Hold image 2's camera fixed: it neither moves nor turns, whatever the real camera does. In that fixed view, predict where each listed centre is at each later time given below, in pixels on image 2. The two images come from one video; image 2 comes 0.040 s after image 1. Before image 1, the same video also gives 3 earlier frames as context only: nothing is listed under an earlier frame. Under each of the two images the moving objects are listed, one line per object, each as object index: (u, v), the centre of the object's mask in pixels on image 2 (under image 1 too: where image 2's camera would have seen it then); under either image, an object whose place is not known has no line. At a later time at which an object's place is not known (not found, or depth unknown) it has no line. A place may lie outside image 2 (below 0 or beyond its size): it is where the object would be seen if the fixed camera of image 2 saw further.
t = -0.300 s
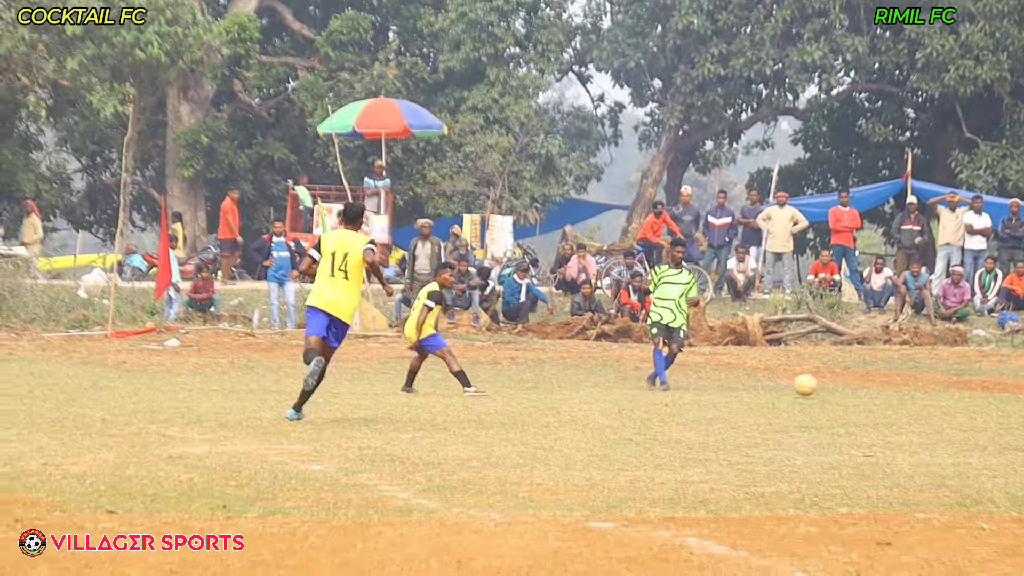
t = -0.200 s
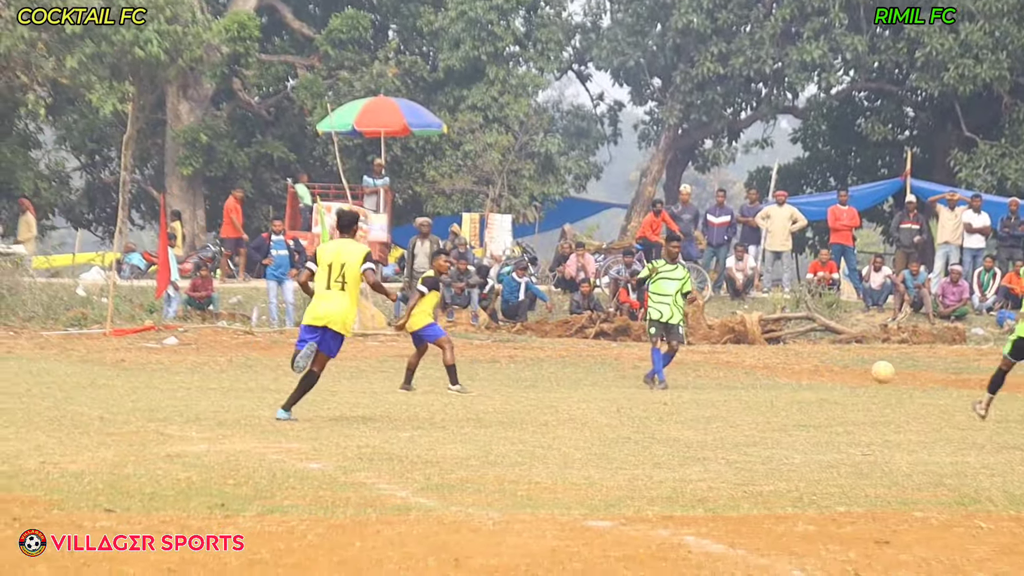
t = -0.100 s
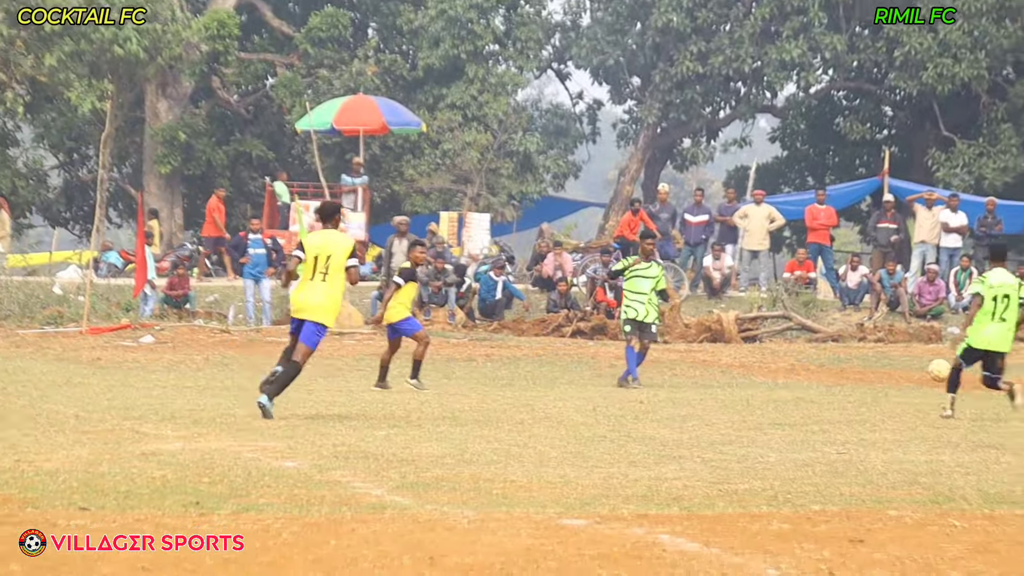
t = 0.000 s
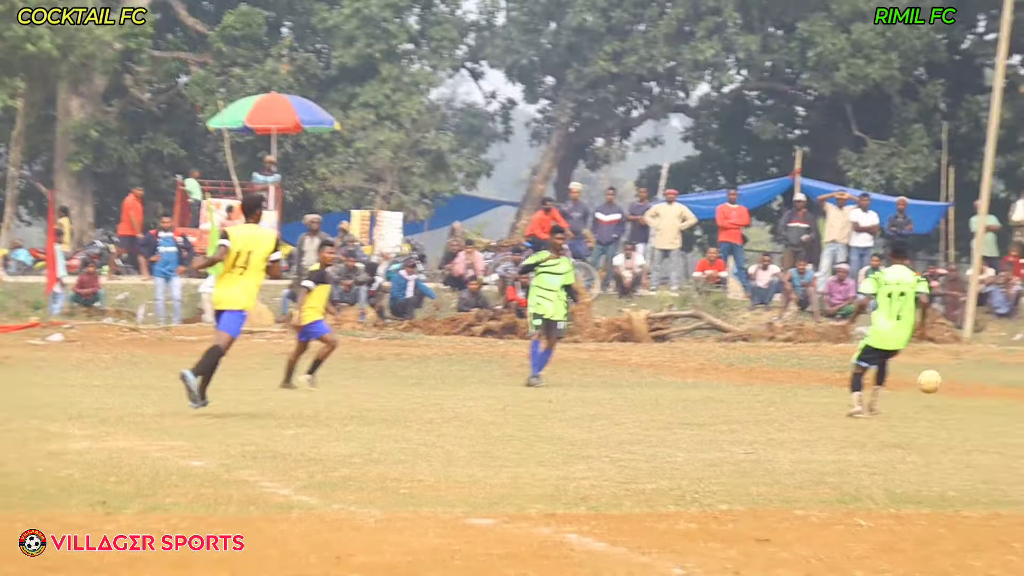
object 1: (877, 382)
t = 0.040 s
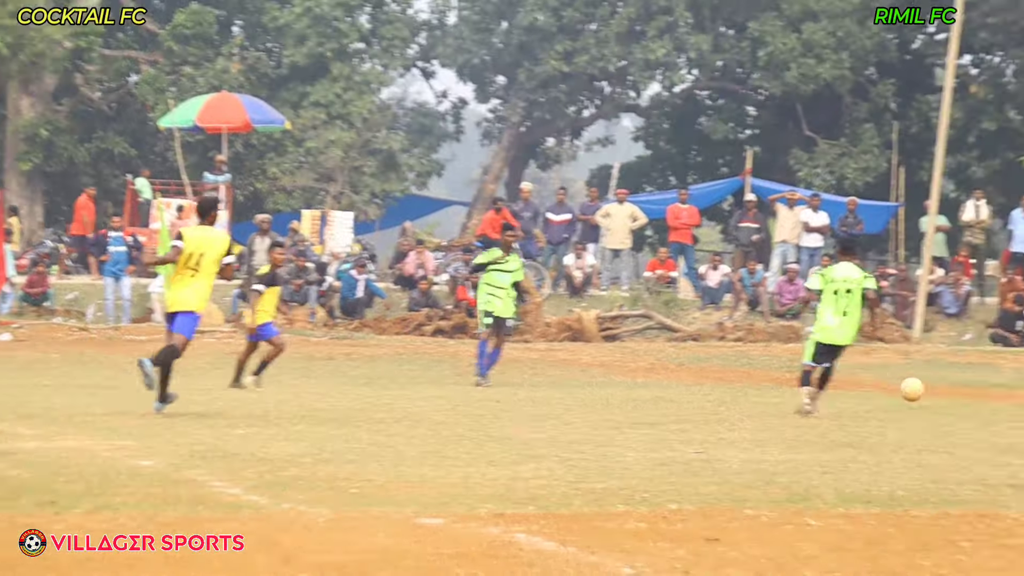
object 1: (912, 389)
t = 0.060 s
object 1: (930, 394)
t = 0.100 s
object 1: (962, 393)
